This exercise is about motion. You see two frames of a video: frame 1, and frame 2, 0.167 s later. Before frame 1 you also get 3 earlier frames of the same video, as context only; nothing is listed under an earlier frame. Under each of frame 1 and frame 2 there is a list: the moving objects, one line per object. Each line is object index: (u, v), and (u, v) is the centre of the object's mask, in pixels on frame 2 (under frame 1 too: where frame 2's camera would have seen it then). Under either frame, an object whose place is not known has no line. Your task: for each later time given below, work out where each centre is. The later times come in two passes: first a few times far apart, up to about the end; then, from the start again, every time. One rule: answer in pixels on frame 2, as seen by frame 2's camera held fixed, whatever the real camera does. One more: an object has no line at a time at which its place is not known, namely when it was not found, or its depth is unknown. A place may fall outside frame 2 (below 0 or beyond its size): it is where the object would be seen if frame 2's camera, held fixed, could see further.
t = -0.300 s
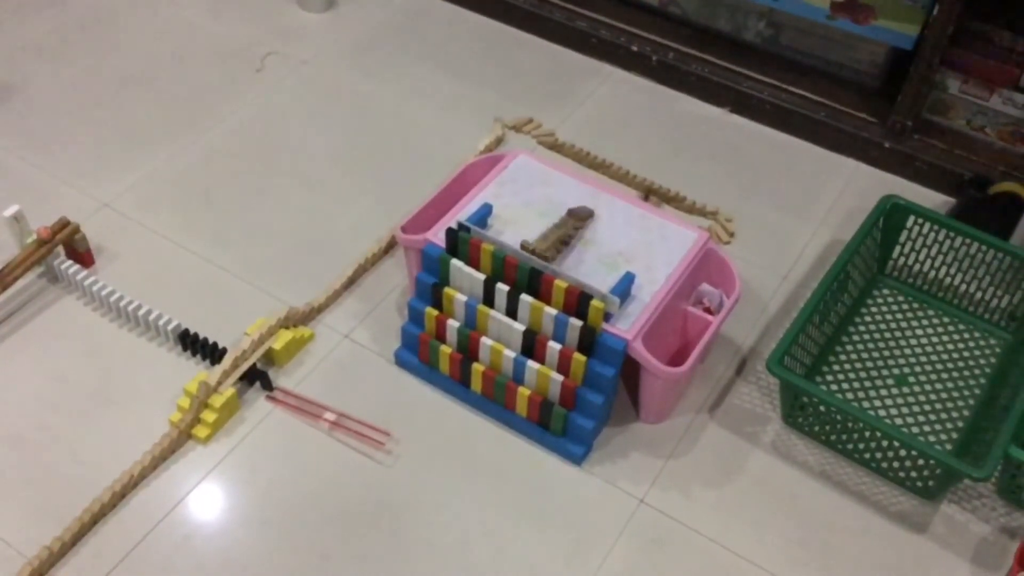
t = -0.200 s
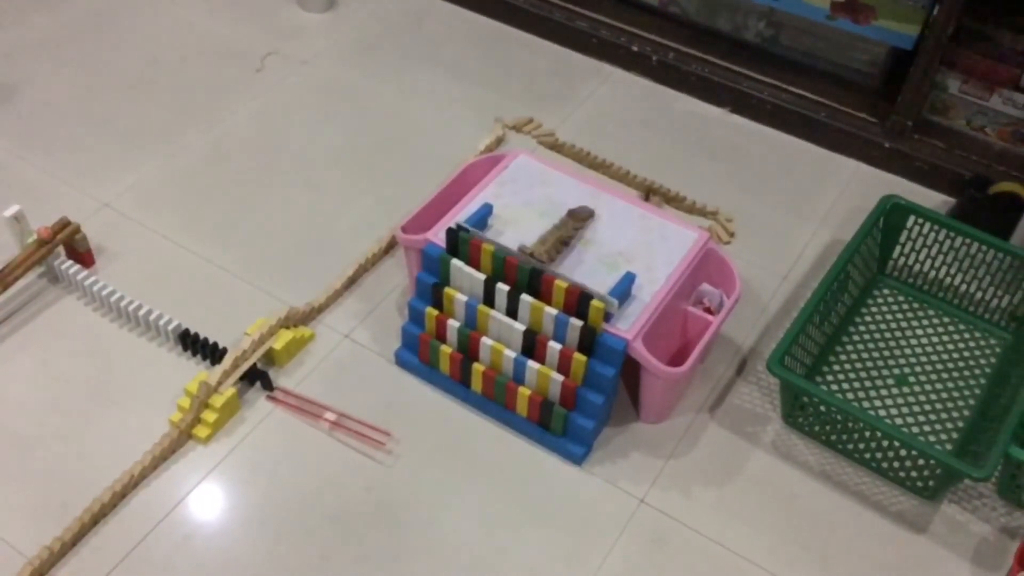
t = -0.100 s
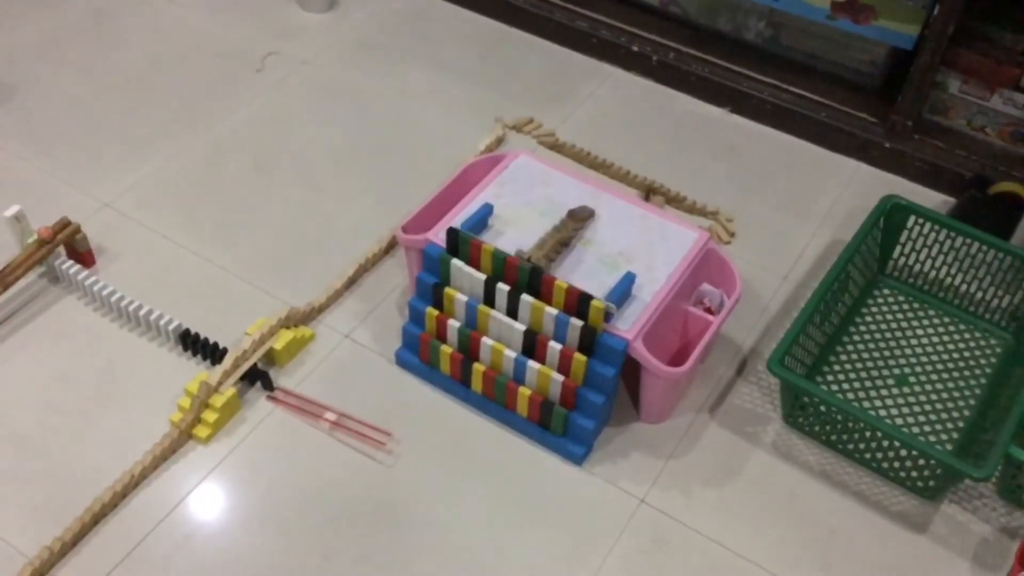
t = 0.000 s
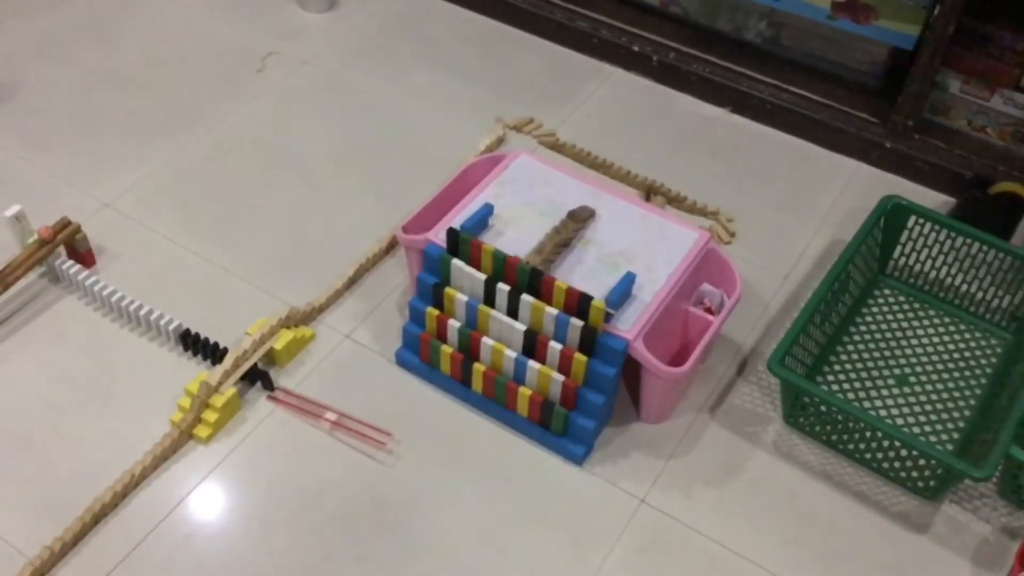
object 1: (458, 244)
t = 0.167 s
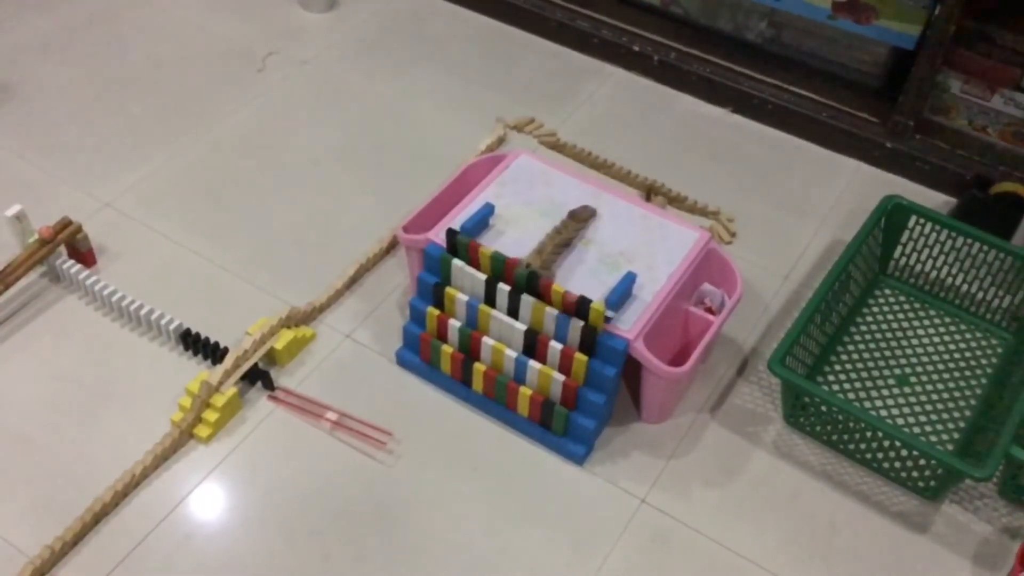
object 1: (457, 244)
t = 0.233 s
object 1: (456, 245)
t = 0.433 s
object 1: (450, 247)
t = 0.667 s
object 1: (447, 258)
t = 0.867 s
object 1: (446, 267)
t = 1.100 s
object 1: (440, 272)
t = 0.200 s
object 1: (456, 244)
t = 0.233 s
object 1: (456, 245)
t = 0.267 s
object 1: (456, 245)
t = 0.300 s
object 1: (455, 245)
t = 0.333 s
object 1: (454, 246)
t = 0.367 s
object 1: (453, 246)
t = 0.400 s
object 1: (452, 247)
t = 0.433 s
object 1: (450, 247)
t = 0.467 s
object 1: (450, 248)
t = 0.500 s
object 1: (448, 250)
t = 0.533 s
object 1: (448, 251)
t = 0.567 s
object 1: (445, 252)
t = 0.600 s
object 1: (447, 255)
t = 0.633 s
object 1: (446, 256)
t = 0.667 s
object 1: (447, 258)
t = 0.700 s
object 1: (443, 260)
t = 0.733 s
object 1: (442, 261)
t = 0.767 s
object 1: (443, 262)
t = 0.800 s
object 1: (444, 263)
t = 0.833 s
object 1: (446, 266)
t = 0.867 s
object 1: (446, 267)
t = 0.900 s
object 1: (446, 270)
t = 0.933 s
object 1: (446, 271)
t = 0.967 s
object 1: (443, 272)
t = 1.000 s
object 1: (440, 270)
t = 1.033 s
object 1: (441, 270)
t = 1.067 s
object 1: (441, 271)
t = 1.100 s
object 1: (440, 272)
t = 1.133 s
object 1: (439, 274)
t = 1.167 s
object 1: (438, 277)
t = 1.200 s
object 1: (438, 277)
